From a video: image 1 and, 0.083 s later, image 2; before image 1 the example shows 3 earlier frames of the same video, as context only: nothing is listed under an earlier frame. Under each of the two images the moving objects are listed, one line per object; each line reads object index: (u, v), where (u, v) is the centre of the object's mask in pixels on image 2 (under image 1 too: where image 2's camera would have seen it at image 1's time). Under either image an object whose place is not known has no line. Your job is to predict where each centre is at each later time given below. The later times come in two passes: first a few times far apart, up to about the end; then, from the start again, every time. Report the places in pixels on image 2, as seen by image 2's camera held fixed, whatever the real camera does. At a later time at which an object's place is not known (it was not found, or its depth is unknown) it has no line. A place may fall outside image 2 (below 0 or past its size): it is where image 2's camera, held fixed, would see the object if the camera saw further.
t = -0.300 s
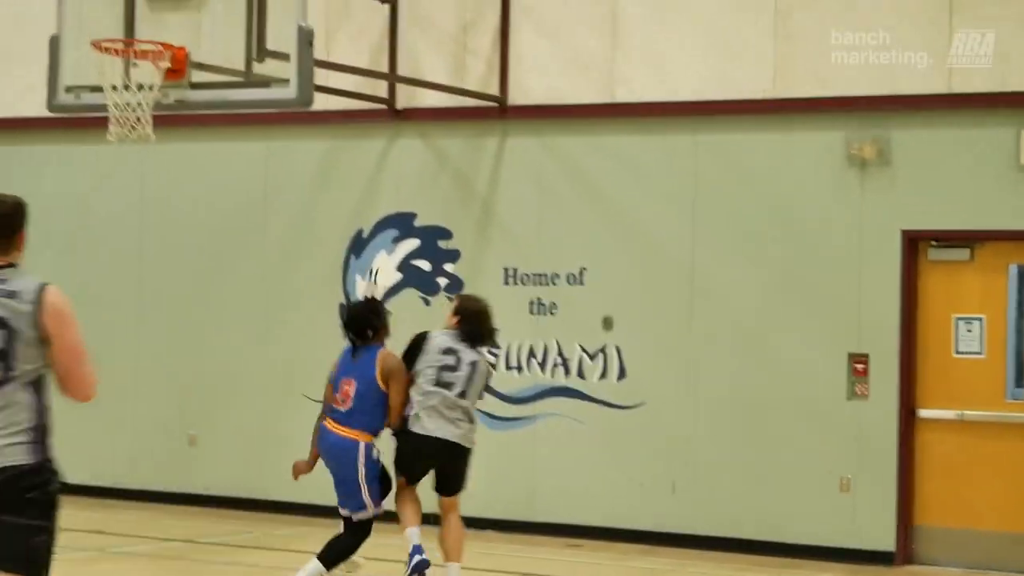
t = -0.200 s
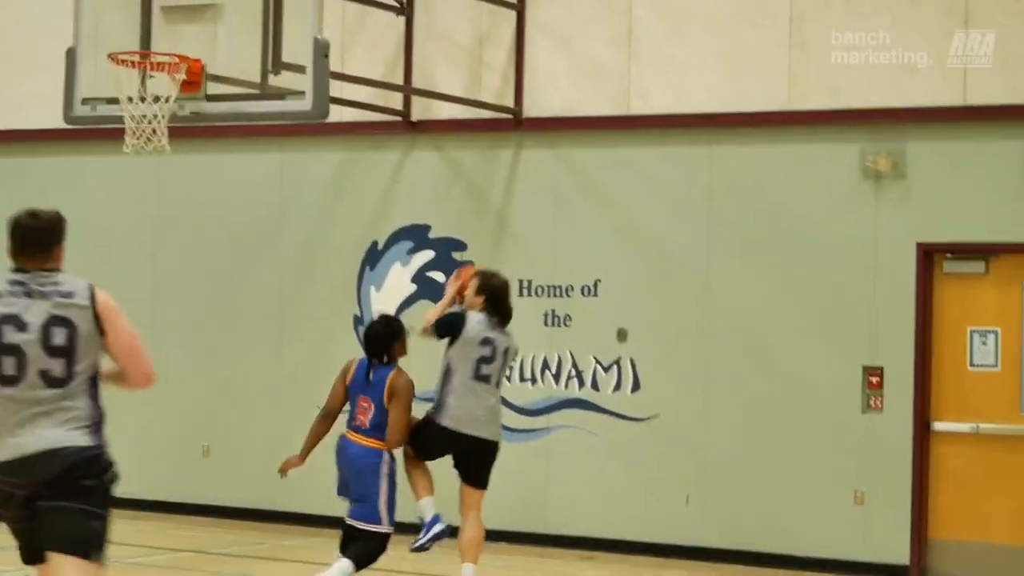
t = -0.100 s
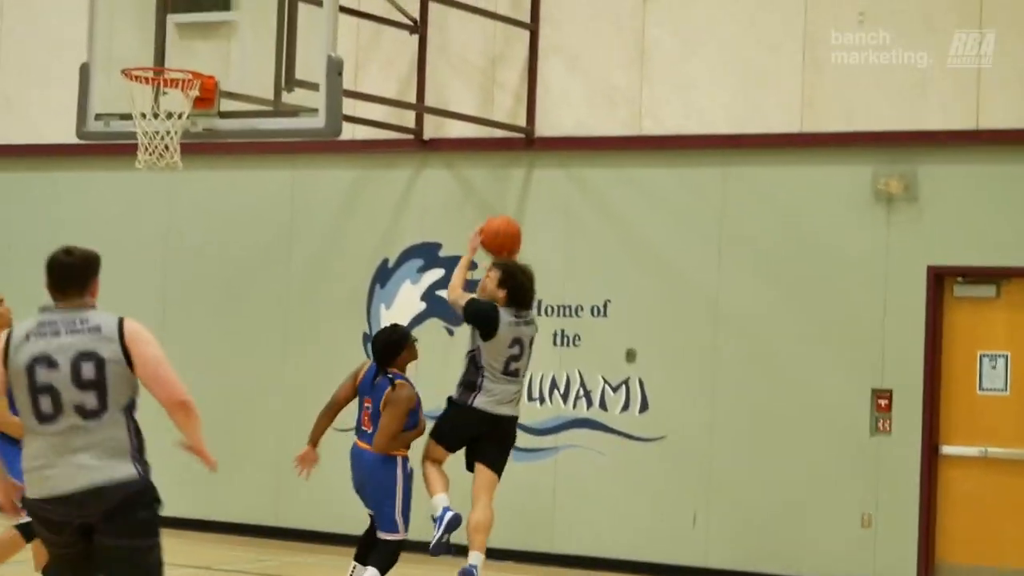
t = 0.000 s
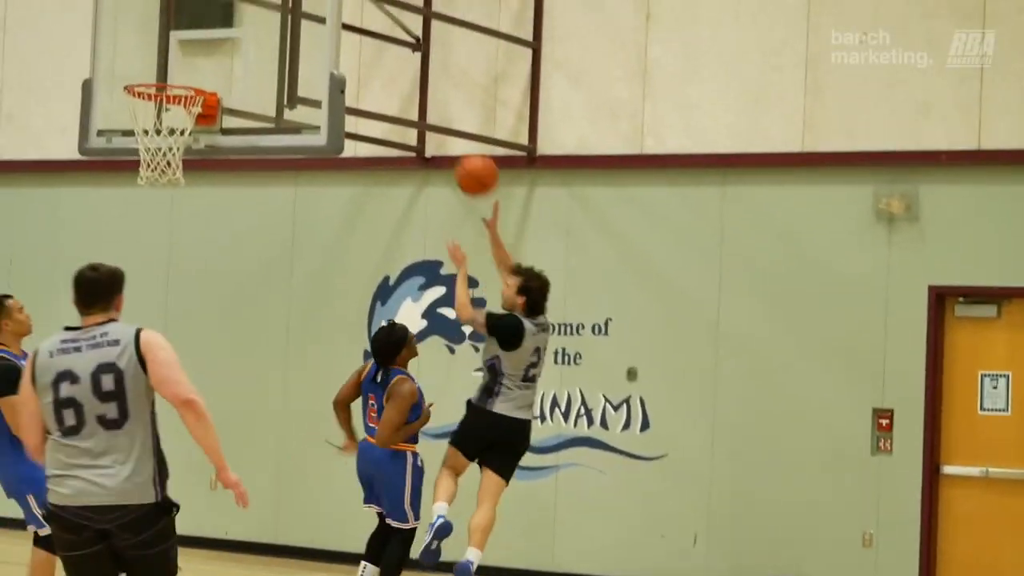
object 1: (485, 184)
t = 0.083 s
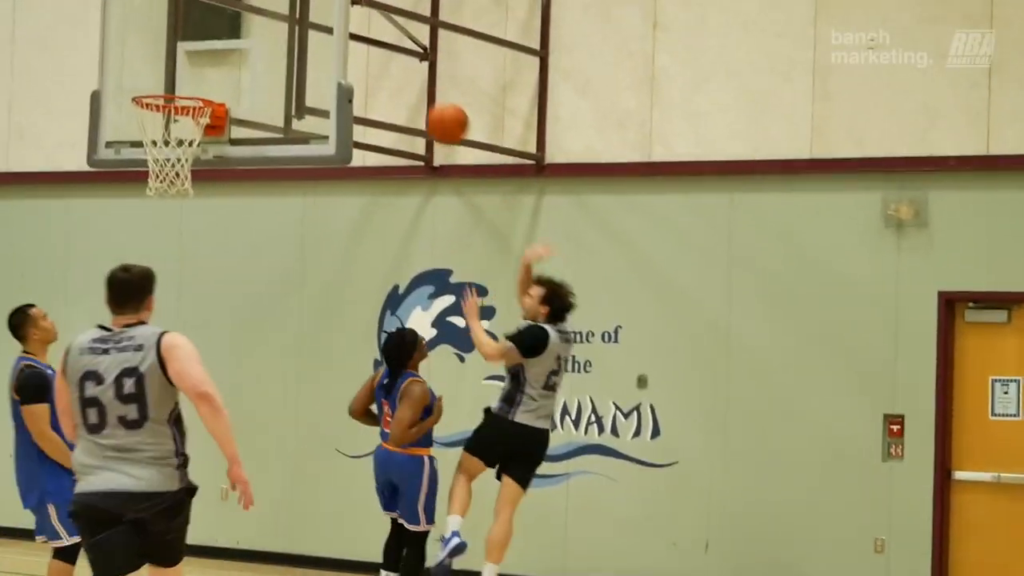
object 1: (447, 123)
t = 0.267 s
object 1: (365, 32)
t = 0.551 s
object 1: (237, 7)
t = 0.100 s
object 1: (440, 112)
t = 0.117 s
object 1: (432, 103)
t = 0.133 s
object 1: (425, 93)
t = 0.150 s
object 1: (417, 85)
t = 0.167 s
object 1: (409, 76)
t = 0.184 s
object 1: (402, 68)
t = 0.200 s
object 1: (394, 60)
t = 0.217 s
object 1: (387, 53)
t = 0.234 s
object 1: (380, 46)
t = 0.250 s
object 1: (372, 39)
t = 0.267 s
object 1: (365, 32)
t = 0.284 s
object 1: (356, 29)
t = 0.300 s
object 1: (348, 24)
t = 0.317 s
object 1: (341, 19)
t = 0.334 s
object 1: (334, 15)
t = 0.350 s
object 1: (327, 12)
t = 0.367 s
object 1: (319, 9)
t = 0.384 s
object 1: (311, 5)
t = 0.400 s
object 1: (304, 4)
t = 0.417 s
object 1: (297, 2)
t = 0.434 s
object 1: (289, 3)
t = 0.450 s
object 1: (283, 2)
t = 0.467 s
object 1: (274, 1)
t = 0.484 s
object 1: (267, 1)
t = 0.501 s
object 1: (260, 1)
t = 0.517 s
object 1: (251, 3)
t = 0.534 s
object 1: (244, 5)
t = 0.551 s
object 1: (237, 7)
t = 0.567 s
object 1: (230, 10)
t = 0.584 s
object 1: (222, 13)
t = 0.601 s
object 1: (215, 16)
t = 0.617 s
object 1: (207, 20)
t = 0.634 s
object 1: (200, 24)
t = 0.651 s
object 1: (193, 29)
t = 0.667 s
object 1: (185, 34)
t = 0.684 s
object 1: (175, 40)
